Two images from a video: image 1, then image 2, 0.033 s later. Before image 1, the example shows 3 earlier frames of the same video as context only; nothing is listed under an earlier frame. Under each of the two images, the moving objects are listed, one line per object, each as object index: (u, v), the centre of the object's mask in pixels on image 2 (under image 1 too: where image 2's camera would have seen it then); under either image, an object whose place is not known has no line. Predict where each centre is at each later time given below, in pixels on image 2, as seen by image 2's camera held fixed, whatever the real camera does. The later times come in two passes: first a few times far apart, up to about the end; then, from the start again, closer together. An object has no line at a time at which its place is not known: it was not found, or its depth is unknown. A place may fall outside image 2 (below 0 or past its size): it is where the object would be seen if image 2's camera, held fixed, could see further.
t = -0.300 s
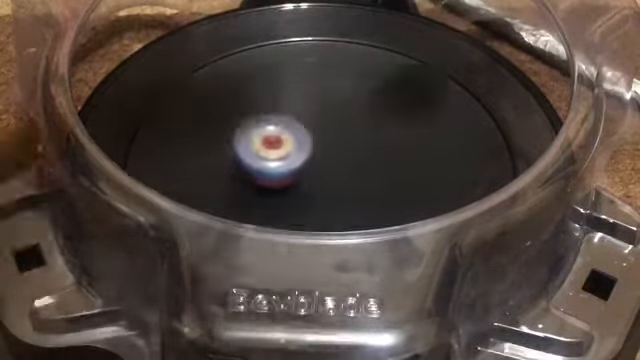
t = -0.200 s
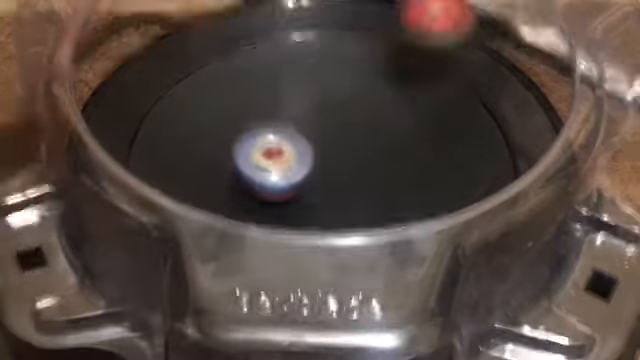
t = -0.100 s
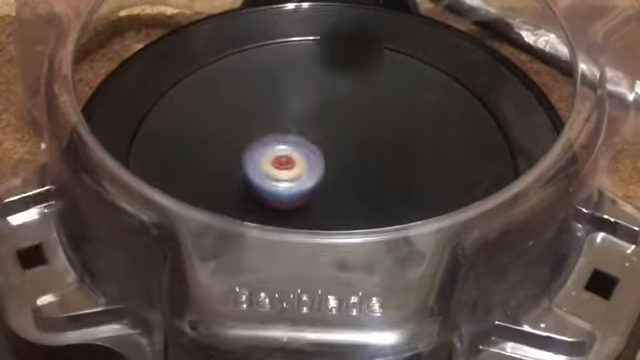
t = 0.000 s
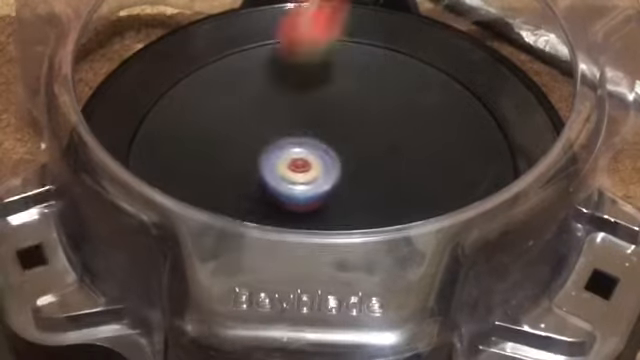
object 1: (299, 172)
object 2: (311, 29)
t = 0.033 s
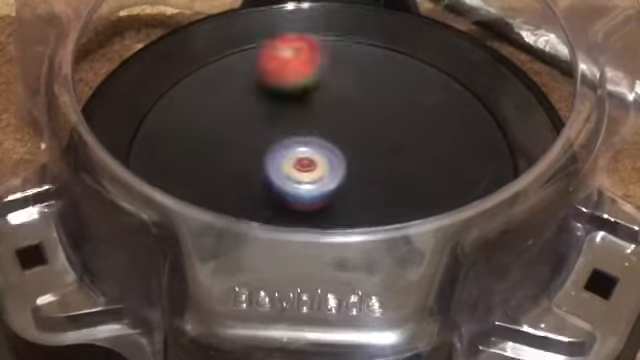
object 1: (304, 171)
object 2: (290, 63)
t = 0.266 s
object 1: (334, 148)
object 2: (225, 165)
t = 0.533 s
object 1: (315, 128)
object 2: (300, 232)
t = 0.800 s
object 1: (284, 125)
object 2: (349, 180)
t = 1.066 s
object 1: (202, 107)
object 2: (330, 196)
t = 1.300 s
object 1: (170, 110)
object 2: (259, 201)
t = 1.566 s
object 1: (178, 121)
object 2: (264, 182)
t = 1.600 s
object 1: (186, 122)
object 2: (264, 171)
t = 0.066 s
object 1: (311, 169)
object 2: (277, 65)
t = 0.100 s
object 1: (318, 168)
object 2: (263, 79)
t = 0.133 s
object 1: (323, 165)
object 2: (248, 101)
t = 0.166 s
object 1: (328, 161)
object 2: (238, 112)
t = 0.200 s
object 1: (332, 157)
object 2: (231, 132)
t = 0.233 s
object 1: (333, 153)
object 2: (227, 146)
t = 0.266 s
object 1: (334, 148)
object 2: (225, 165)
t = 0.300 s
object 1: (334, 144)
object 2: (228, 178)
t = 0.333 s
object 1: (333, 140)
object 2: (233, 190)
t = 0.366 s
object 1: (331, 137)
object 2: (242, 205)
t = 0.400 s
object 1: (328, 134)
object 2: (251, 218)
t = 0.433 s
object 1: (325, 132)
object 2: (262, 226)
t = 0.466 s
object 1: (322, 130)
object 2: (273, 230)
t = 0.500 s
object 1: (319, 128)
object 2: (288, 232)
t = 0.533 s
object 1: (315, 128)
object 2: (300, 232)
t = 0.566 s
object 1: (312, 128)
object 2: (312, 228)
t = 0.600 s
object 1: (309, 128)
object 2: (323, 210)
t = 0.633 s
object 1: (305, 129)
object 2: (331, 207)
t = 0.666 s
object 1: (302, 130)
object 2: (337, 202)
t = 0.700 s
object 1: (300, 133)
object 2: (340, 196)
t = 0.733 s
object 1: (297, 133)
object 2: (343, 187)
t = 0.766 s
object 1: (290, 128)
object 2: (347, 184)
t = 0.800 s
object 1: (284, 125)
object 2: (349, 180)
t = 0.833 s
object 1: (278, 123)
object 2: (346, 177)
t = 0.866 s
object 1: (273, 123)
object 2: (339, 173)
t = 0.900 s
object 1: (267, 124)
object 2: (329, 169)
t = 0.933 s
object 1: (250, 118)
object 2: (332, 173)
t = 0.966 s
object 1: (230, 110)
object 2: (337, 180)
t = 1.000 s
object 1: (216, 106)
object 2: (339, 186)
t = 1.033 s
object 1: (207, 105)
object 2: (337, 192)
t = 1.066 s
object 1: (202, 107)
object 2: (330, 196)
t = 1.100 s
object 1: (200, 110)
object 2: (320, 199)
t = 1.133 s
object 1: (199, 115)
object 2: (306, 200)
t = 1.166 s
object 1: (200, 120)
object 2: (289, 199)
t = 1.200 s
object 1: (201, 127)
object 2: (269, 196)
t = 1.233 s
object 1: (202, 133)
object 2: (249, 192)
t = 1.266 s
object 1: (186, 122)
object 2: (251, 196)
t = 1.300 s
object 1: (170, 110)
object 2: (259, 201)
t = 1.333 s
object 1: (158, 102)
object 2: (267, 203)
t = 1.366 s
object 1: (150, 99)
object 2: (272, 204)
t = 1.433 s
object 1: (153, 105)
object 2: (277, 203)
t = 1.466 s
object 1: (158, 109)
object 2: (275, 201)
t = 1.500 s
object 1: (164, 114)
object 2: (272, 197)
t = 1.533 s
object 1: (171, 118)
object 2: (268, 192)
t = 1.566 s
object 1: (178, 121)
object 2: (264, 182)
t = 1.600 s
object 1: (186, 122)
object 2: (264, 171)
